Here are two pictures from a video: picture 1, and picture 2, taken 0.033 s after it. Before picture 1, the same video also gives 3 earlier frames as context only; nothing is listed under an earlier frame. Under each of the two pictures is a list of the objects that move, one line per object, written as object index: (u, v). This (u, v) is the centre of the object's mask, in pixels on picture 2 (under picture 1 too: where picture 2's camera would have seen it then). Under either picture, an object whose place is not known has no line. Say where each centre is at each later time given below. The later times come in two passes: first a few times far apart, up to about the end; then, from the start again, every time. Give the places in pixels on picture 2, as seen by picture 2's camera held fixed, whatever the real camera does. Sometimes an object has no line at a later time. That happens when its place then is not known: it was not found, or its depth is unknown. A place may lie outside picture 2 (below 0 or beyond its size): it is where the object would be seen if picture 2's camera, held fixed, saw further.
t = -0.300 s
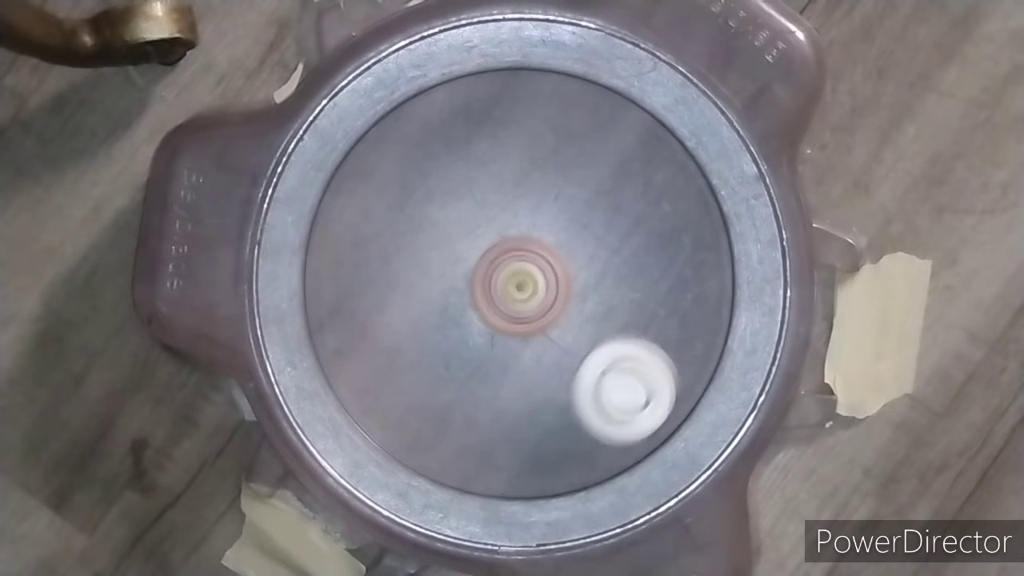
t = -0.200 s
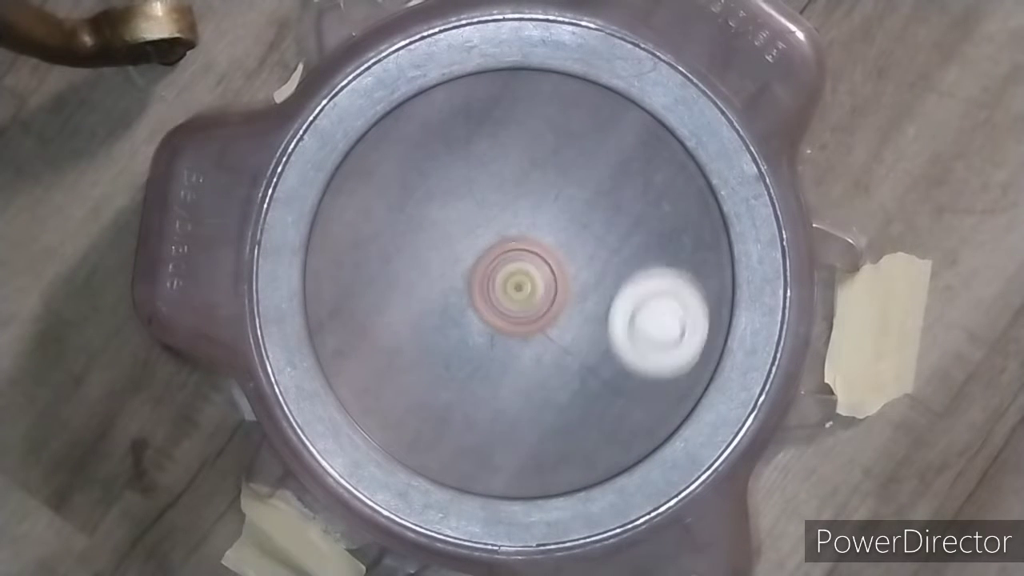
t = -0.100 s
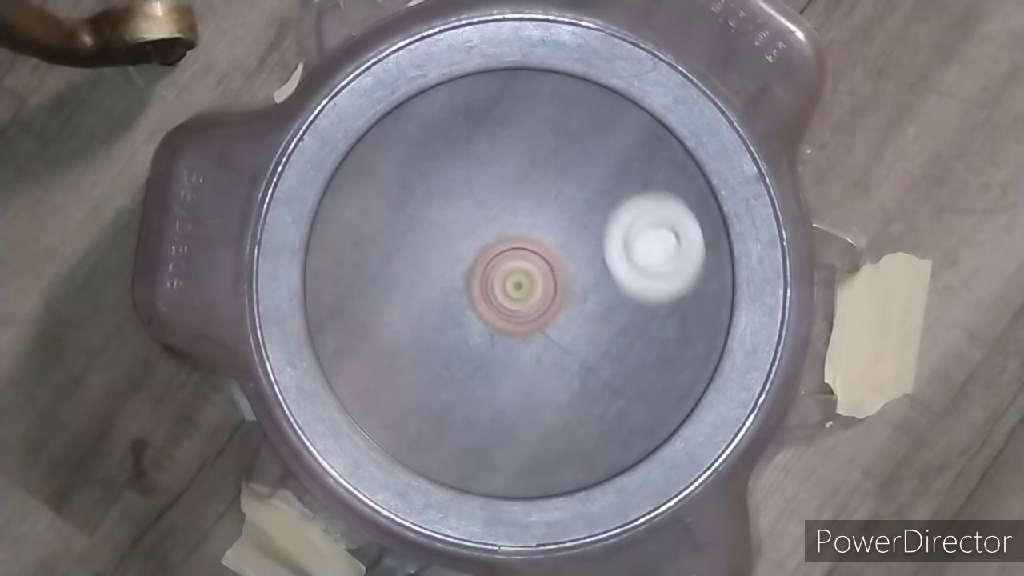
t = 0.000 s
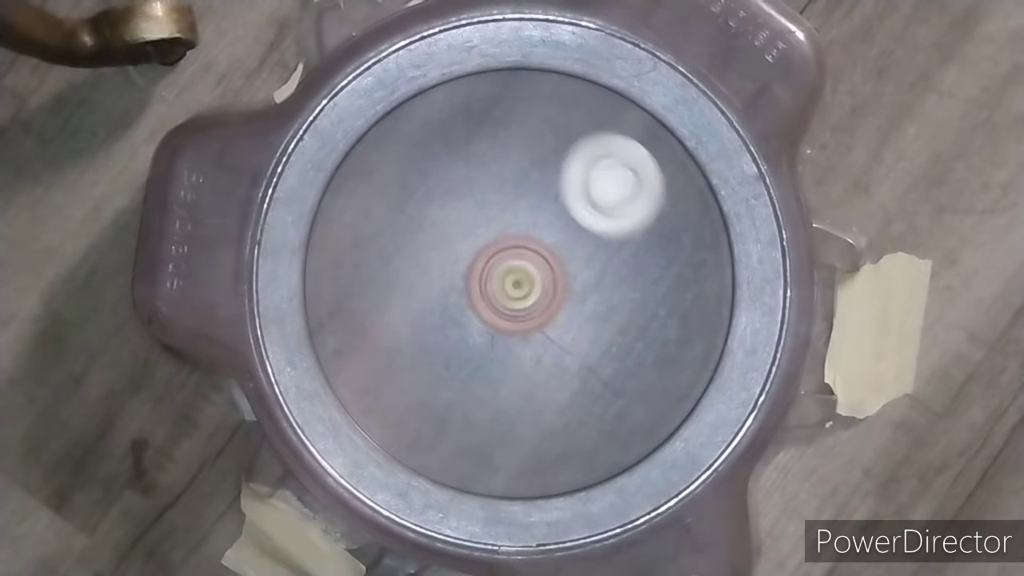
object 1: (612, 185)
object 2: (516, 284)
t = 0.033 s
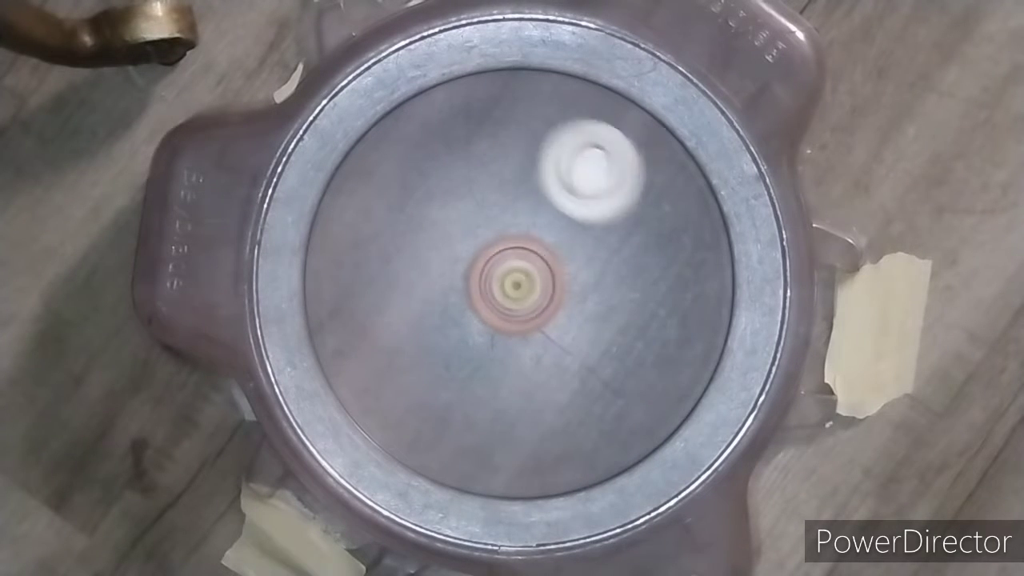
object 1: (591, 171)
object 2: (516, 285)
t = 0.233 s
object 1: (448, 173)
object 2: (514, 285)
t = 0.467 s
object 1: (386, 319)
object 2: (512, 288)
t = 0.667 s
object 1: (478, 418)
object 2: (512, 292)
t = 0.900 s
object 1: (624, 367)
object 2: (514, 297)
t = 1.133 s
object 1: (619, 212)
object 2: (516, 298)
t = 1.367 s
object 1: (478, 171)
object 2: (521, 296)
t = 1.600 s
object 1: (396, 288)
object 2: (522, 292)
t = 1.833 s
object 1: (475, 405)
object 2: (522, 288)
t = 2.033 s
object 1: (594, 389)
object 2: (519, 286)
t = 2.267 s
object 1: (630, 255)
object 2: (517, 285)
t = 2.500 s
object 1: (519, 178)
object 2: (515, 286)
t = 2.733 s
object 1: (411, 250)
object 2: (514, 289)
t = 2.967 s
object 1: (439, 373)
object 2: (515, 293)
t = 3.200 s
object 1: (564, 392)
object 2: (517, 296)
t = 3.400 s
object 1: (629, 302)
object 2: (519, 295)
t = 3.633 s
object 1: (566, 193)
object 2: (520, 293)
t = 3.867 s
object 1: (440, 194)
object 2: (525, 306)
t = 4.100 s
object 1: (421, 319)
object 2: (526, 309)
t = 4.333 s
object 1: (490, 404)
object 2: (556, 286)
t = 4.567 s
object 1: (560, 430)
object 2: (583, 239)
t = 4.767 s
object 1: (580, 341)
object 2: (581, 235)
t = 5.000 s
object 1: (521, 334)
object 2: (554, 192)
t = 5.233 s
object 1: (472, 343)
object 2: (499, 223)
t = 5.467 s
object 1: (463, 354)
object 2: (430, 236)
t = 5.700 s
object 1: (509, 336)
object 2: (433, 262)
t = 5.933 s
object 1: (574, 291)
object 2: (465, 293)
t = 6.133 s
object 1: (579, 243)
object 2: (520, 354)
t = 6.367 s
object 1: (530, 233)
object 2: (555, 384)
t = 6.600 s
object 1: (481, 287)
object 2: (552, 363)
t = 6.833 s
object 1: (431, 326)
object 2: (602, 322)
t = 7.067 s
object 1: (453, 341)
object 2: (592, 260)
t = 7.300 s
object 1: (523, 307)
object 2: (557, 214)
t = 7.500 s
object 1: (552, 315)
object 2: (530, 201)
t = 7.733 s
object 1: (561, 321)
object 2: (479, 246)
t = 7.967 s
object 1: (537, 309)
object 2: (435, 305)
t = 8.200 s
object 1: (539, 288)
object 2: (439, 335)
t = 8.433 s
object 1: (547, 259)
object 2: (496, 348)
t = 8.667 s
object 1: (542, 225)
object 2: (557, 364)
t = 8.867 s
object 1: (522, 230)
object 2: (581, 338)
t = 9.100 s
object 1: (479, 262)
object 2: (605, 301)
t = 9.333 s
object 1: (436, 303)
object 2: (580, 266)
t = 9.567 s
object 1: (466, 331)
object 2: (526, 235)
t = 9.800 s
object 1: (531, 327)
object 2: (470, 233)
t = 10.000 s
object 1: (581, 314)
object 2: (453, 259)
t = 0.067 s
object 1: (568, 160)
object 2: (515, 285)
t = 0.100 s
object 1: (544, 154)
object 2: (515, 284)
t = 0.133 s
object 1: (518, 152)
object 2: (515, 284)
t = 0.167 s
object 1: (494, 155)
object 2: (514, 285)
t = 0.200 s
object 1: (470, 162)
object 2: (514, 285)
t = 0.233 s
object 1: (448, 173)
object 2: (514, 285)
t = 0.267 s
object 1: (428, 188)
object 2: (514, 286)
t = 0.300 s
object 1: (412, 205)
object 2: (513, 287)
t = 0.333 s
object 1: (399, 226)
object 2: (513, 287)
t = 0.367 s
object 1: (390, 248)
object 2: (513, 287)
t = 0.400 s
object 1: (385, 271)
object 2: (513, 288)
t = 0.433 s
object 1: (383, 294)
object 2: (512, 288)
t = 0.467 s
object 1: (386, 319)
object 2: (512, 288)
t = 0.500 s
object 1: (393, 342)
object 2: (512, 289)
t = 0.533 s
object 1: (404, 363)
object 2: (512, 291)
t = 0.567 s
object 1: (418, 382)
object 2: (511, 291)
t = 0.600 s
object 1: (436, 397)
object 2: (512, 291)
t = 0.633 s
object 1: (456, 409)
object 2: (513, 292)
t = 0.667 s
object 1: (478, 418)
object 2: (512, 292)
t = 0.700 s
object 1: (501, 423)
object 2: (512, 293)
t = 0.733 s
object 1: (524, 422)
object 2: (513, 293)
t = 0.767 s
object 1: (547, 420)
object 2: (513, 294)
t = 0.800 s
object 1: (570, 412)
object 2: (512, 295)
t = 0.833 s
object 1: (591, 400)
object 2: (512, 295)
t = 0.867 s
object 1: (609, 385)
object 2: (514, 296)
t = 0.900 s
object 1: (624, 367)
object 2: (514, 297)
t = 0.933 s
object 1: (635, 345)
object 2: (514, 297)
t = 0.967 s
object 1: (643, 322)
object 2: (514, 297)
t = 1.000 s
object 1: (646, 299)
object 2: (515, 298)
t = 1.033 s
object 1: (645, 276)
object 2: (515, 298)
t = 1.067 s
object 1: (641, 253)
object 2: (515, 298)
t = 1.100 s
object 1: (632, 231)
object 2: (516, 298)
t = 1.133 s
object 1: (619, 212)
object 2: (516, 298)
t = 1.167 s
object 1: (604, 195)
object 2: (516, 298)
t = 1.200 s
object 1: (585, 182)
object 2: (517, 297)
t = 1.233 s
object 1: (565, 172)
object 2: (519, 297)
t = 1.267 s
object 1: (544, 165)
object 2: (519, 297)
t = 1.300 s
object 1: (520, 163)
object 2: (519, 297)
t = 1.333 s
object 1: (498, 165)
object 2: (520, 296)
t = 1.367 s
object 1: (478, 171)
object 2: (521, 296)
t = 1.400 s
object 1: (457, 180)
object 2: (521, 296)
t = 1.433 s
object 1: (440, 192)
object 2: (521, 295)
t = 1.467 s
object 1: (425, 207)
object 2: (521, 294)
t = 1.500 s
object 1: (412, 225)
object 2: (522, 294)
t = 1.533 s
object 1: (404, 245)
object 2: (521, 294)
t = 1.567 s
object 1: (398, 266)
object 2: (522, 292)
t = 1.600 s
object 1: (396, 288)
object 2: (522, 292)
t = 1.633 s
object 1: (398, 310)
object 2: (522, 292)
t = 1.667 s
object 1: (403, 330)
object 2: (522, 291)
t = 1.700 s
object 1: (411, 350)
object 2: (522, 290)
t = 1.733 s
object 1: (424, 368)
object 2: (523, 290)
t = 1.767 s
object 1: (439, 382)
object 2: (522, 290)
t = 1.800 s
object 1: (456, 395)
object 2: (522, 288)
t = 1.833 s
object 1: (475, 405)
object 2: (522, 288)
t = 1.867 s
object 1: (494, 411)
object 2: (522, 288)
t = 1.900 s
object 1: (515, 413)
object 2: (521, 287)
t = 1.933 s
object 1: (537, 413)
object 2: (521, 287)
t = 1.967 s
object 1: (557, 408)
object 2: (520, 287)
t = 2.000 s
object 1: (576, 400)
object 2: (519, 286)
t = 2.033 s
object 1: (594, 389)
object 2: (519, 286)
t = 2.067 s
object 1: (609, 373)
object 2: (519, 286)
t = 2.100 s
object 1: (621, 357)
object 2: (518, 286)
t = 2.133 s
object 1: (630, 338)
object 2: (517, 285)
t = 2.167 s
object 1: (636, 317)
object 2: (518, 285)
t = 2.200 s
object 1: (637, 297)
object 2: (518, 285)
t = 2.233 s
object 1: (636, 276)
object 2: (517, 285)
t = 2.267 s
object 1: (630, 255)
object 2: (517, 285)
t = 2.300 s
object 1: (621, 237)
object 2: (517, 285)
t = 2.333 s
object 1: (610, 219)
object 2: (516, 285)
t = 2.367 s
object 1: (595, 204)
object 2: (516, 285)
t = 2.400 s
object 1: (578, 193)
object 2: (516, 285)
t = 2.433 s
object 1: (560, 184)
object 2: (516, 286)
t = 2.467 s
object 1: (539, 179)
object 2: (515, 286)
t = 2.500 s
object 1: (519, 178)
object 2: (515, 286)
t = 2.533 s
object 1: (499, 179)
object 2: (515, 287)
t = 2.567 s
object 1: (479, 184)
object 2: (515, 287)
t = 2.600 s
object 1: (461, 192)
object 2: (515, 287)
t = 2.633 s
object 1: (445, 203)
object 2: (515, 288)
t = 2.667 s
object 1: (430, 217)
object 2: (515, 289)
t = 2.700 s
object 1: (419, 233)
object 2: (514, 289)
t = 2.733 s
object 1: (411, 250)
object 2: (514, 289)
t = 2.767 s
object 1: (405, 269)
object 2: (514, 290)
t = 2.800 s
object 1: (403, 288)
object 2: (514, 290)
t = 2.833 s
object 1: (404, 307)
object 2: (514, 290)
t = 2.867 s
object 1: (408, 326)
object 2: (514, 292)
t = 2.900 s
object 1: (416, 343)
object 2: (514, 292)
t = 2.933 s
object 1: (426, 359)
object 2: (514, 292)
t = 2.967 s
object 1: (439, 373)
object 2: (515, 293)
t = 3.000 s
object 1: (454, 384)
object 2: (515, 293)
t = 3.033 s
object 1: (471, 393)
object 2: (514, 293)
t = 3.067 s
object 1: (489, 400)
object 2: (515, 294)
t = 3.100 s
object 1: (508, 402)
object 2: (515, 295)
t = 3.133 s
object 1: (527, 403)
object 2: (515, 294)
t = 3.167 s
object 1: (547, 399)
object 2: (516, 294)
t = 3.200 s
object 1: (564, 392)
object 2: (517, 296)
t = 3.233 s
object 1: (582, 383)
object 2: (517, 295)
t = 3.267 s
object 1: (597, 370)
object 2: (517, 294)
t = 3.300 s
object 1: (609, 356)
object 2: (518, 295)
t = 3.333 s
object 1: (619, 339)
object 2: (518, 295)
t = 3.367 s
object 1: (625, 320)
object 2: (518, 294)
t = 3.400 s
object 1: (629, 302)
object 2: (519, 295)
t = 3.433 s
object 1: (629, 282)
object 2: (519, 295)
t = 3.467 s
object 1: (625, 263)
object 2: (519, 294)
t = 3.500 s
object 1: (619, 246)
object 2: (519, 294)
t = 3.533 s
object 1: (610, 228)
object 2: (519, 294)
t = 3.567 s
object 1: (597, 214)
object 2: (519, 293)
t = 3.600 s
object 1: (583, 203)
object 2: (521, 293)
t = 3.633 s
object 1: (566, 193)
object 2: (520, 293)
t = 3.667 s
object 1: (547, 188)
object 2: (520, 292)
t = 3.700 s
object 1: (529, 186)
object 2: (521, 291)
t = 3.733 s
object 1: (510, 180)
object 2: (523, 296)
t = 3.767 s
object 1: (490, 179)
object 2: (524, 302)
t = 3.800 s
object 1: (473, 181)
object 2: (525, 303)
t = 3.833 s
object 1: (455, 186)
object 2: (525, 305)
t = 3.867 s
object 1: (440, 194)
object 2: (525, 306)
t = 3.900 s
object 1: (427, 205)
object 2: (524, 306)
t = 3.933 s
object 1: (416, 219)
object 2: (525, 307)
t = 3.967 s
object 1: (410, 234)
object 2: (525, 307)
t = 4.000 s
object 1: (405, 268)
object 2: (525, 308)
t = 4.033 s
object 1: (407, 286)
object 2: (526, 309)
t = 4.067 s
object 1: (412, 303)
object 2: (526, 308)
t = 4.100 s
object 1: (421, 319)
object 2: (526, 309)
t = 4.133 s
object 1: (426, 336)
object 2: (532, 307)
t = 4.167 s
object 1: (433, 351)
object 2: (536, 304)
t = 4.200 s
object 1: (444, 364)
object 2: (538, 305)
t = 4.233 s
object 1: (457, 375)
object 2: (539, 304)
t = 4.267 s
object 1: (472, 384)
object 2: (540, 305)
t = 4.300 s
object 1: (486, 390)
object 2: (542, 303)
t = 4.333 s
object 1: (490, 404)
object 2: (556, 286)
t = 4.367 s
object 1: (497, 417)
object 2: (564, 271)
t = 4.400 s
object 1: (508, 426)
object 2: (569, 260)
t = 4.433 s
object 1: (518, 434)
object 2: (575, 253)
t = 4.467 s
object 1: (529, 438)
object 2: (578, 248)
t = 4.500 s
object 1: (540, 439)
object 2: (582, 242)
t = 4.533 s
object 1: (550, 436)
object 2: (583, 241)
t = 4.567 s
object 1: (560, 430)
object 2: (583, 239)
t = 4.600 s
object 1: (568, 421)
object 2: (585, 238)
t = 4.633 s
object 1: (575, 408)
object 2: (584, 238)
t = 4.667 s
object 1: (580, 394)
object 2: (584, 238)
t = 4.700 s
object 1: (583, 376)
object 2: (583, 237)
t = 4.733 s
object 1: (581, 359)
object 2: (581, 237)
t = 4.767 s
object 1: (580, 341)
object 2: (581, 235)
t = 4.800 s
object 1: (573, 332)
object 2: (576, 225)
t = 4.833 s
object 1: (569, 324)
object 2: (573, 220)
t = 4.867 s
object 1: (560, 319)
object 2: (569, 214)
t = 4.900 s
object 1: (549, 323)
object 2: (565, 200)
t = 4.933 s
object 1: (540, 327)
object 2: (562, 191)
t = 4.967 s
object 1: (532, 330)
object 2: (556, 192)
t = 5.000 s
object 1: (521, 334)
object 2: (554, 192)
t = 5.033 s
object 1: (514, 336)
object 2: (548, 195)
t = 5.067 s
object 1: (505, 339)
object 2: (543, 198)
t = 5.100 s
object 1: (498, 340)
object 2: (536, 201)
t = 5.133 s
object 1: (491, 342)
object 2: (527, 208)
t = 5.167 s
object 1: (483, 343)
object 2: (519, 210)
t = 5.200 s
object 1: (478, 343)
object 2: (509, 218)
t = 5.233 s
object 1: (472, 343)
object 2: (499, 223)
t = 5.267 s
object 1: (468, 342)
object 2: (487, 228)
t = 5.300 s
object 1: (464, 341)
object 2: (476, 234)
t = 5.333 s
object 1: (461, 339)
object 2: (464, 239)
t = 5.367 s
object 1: (457, 343)
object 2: (455, 236)
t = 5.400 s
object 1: (459, 348)
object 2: (445, 234)
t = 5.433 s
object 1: (461, 352)
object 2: (437, 235)
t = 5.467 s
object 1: (463, 354)
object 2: (430, 236)
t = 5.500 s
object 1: (468, 357)
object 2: (428, 241)
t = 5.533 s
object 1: (473, 355)
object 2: (424, 243)
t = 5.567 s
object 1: (480, 354)
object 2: (425, 249)
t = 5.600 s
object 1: (486, 350)
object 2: (425, 251)
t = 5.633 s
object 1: (493, 345)
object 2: (430, 257)
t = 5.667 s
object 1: (499, 338)
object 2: (432, 261)
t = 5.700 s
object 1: (509, 336)
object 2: (433, 262)
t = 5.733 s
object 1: (519, 333)
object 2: (433, 262)
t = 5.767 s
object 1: (531, 329)
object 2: (435, 265)
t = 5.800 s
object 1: (542, 324)
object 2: (438, 267)
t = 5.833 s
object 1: (551, 317)
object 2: (443, 271)
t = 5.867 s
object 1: (561, 308)
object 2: (449, 276)
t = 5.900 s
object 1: (568, 300)
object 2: (457, 283)
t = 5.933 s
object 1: (574, 291)
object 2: (465, 293)
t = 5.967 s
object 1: (580, 282)
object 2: (475, 301)
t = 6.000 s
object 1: (582, 273)
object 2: (484, 312)
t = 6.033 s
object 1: (584, 264)
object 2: (493, 321)
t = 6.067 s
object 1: (583, 257)
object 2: (503, 333)
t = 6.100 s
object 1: (582, 248)
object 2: (512, 344)
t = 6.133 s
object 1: (579, 243)
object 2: (520, 354)
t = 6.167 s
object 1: (574, 236)
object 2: (528, 362)
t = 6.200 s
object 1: (570, 232)
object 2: (535, 371)
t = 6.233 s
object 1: (562, 230)
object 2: (542, 378)
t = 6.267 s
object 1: (555, 227)
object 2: (545, 382)
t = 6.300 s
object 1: (547, 228)
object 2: (551, 386)
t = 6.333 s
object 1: (539, 228)
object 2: (551, 384)
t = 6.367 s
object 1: (530, 233)
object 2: (555, 384)
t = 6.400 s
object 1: (521, 236)
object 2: (555, 382)
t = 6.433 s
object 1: (514, 243)
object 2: (556, 380)
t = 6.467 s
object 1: (504, 250)
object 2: (554, 377)
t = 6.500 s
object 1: (498, 257)
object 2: (555, 374)
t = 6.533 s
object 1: (490, 267)
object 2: (553, 372)
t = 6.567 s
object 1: (485, 275)
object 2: (554, 367)
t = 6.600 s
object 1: (481, 287)
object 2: (552, 363)
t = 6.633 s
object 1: (477, 296)
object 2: (554, 356)
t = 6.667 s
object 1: (466, 302)
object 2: (564, 352)
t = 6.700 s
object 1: (454, 302)
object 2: (580, 351)
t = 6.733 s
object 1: (446, 308)
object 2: (589, 346)
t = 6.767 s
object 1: (439, 314)
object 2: (595, 340)
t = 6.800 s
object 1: (433, 320)
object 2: (601, 332)
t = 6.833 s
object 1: (431, 326)
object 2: (602, 322)
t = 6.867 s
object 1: (428, 331)
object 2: (604, 315)
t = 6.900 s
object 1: (429, 334)
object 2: (603, 305)
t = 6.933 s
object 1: (430, 338)
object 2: (604, 296)
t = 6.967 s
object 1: (434, 340)
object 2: (603, 285)
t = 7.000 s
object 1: (440, 343)
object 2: (598, 279)
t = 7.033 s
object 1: (445, 343)
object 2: (597, 270)
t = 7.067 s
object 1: (453, 341)
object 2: (592, 260)
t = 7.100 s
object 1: (462, 340)
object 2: (589, 252)
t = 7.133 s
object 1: (472, 337)
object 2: (585, 244)
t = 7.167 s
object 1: (483, 332)
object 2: (579, 238)
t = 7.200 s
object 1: (493, 328)
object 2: (575, 231)
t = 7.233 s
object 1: (505, 320)
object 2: (567, 226)
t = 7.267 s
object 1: (515, 313)
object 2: (563, 221)
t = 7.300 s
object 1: (523, 307)
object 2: (557, 214)
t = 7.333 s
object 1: (531, 302)
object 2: (552, 209)
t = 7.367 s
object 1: (536, 303)
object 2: (550, 203)
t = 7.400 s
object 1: (538, 306)
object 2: (544, 200)
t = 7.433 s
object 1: (544, 308)
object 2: (541, 197)
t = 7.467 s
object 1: (548, 314)
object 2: (537, 197)
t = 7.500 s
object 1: (552, 315)
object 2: (530, 201)
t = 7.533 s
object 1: (557, 319)
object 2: (527, 203)
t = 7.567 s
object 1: (558, 321)
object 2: (519, 209)
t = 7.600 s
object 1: (562, 322)
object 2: (512, 216)
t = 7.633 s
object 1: (562, 323)
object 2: (504, 222)
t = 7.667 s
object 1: (563, 322)
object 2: (495, 230)
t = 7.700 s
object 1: (563, 323)
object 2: (487, 237)
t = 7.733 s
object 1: (561, 321)
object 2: (479, 246)
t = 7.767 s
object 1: (560, 321)
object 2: (470, 257)
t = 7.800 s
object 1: (556, 320)
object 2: (461, 264)
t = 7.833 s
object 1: (553, 316)
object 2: (456, 274)
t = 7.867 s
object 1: (549, 316)
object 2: (449, 282)
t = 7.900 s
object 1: (544, 313)
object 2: (444, 291)
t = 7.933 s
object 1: (539, 309)
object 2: (440, 299)
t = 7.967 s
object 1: (537, 309)
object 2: (435, 305)
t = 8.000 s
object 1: (532, 308)
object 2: (431, 311)
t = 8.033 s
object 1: (532, 303)
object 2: (432, 315)
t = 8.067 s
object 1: (532, 303)
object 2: (432, 320)
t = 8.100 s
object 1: (530, 300)
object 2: (434, 324)
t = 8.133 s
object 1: (535, 294)
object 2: (437, 328)
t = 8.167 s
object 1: (538, 293)
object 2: (436, 334)
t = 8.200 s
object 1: (539, 288)
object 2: (439, 335)
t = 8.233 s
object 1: (544, 280)
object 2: (446, 337)
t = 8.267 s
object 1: (547, 278)
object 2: (452, 339)
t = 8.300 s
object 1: (547, 274)
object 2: (459, 341)
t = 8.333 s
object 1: (548, 269)
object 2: (467, 344)
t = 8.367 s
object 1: (549, 265)
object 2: (475, 345)
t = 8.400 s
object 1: (547, 262)
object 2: (486, 346)
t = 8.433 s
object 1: (547, 259)
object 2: (496, 348)
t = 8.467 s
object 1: (545, 257)
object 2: (507, 348)
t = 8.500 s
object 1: (547, 249)
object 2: (517, 354)
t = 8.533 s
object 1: (548, 243)
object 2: (525, 360)
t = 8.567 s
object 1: (548, 239)
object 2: (533, 364)
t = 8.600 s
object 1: (544, 233)
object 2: (541, 367)
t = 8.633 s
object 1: (544, 227)
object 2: (550, 364)
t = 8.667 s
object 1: (542, 225)
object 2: (557, 364)
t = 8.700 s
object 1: (539, 222)
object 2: (563, 362)
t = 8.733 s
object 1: (536, 222)
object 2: (569, 358)
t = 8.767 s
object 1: (533, 222)
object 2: (574, 355)
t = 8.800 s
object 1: (529, 224)
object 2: (578, 350)
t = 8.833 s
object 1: (526, 227)
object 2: (579, 345)
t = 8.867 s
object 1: (522, 230)
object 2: (581, 338)
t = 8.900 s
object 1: (518, 235)
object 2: (585, 333)
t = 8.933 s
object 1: (516, 241)
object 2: (582, 327)
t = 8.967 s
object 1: (512, 249)
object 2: (584, 319)
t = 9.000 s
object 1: (507, 255)
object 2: (586, 313)
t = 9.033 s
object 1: (492, 256)
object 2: (594, 309)
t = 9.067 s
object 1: (484, 257)
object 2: (600, 307)
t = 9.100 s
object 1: (479, 262)
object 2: (605, 301)
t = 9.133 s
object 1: (469, 269)
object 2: (603, 296)
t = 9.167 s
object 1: (460, 275)
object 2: (600, 291)
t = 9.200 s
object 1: (452, 280)
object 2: (597, 286)
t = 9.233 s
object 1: (447, 283)
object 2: (596, 281)
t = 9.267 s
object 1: (444, 290)
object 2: (593, 276)
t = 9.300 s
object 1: (440, 298)
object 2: (587, 272)
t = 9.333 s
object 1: (436, 303)
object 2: (580, 266)
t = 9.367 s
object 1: (436, 306)
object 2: (577, 262)
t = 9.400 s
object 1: (439, 311)
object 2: (570, 256)
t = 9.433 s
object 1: (442, 318)
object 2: (560, 251)
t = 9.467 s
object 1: (444, 322)
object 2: (551, 247)
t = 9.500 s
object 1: (450, 323)
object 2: (545, 242)
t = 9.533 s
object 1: (459, 327)
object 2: (535, 240)
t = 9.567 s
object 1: (466, 331)
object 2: (526, 235)
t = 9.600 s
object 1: (471, 332)
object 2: (514, 234)
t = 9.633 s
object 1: (480, 330)
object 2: (507, 233)
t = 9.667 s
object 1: (492, 330)
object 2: (498, 229)
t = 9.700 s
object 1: (503, 332)
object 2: (490, 229)
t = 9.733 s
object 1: (510, 332)
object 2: (481, 231)
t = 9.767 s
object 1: (518, 330)
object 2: (474, 233)
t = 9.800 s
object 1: (531, 327)
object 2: (470, 233)
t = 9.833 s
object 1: (542, 327)
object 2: (463, 235)
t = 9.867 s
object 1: (549, 327)
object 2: (460, 239)
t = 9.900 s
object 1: (556, 324)
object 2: (457, 244)
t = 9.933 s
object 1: (565, 319)
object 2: (456, 249)
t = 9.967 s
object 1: (575, 316)
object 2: (454, 253)
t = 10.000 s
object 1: (581, 314)
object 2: (453, 259)
